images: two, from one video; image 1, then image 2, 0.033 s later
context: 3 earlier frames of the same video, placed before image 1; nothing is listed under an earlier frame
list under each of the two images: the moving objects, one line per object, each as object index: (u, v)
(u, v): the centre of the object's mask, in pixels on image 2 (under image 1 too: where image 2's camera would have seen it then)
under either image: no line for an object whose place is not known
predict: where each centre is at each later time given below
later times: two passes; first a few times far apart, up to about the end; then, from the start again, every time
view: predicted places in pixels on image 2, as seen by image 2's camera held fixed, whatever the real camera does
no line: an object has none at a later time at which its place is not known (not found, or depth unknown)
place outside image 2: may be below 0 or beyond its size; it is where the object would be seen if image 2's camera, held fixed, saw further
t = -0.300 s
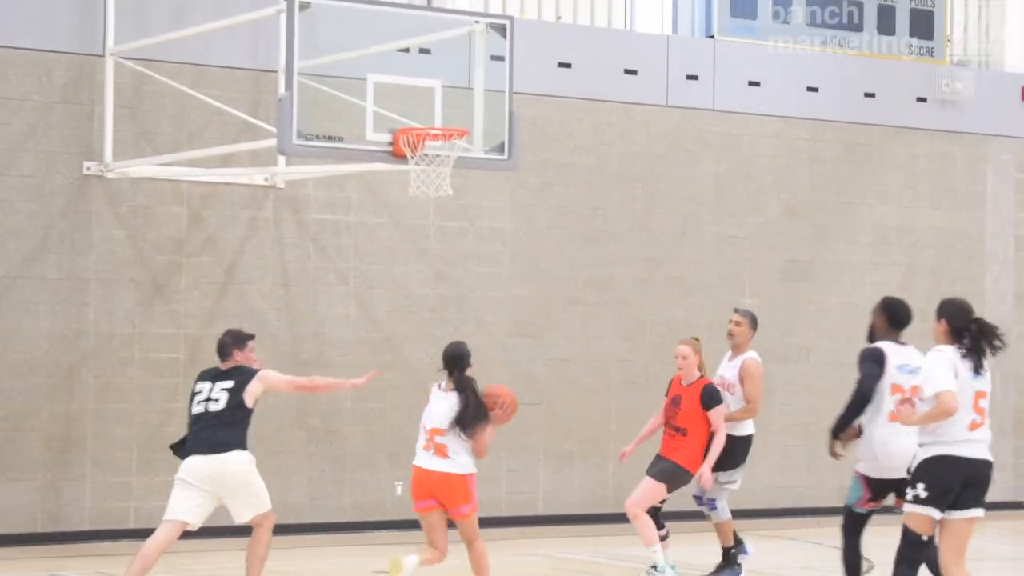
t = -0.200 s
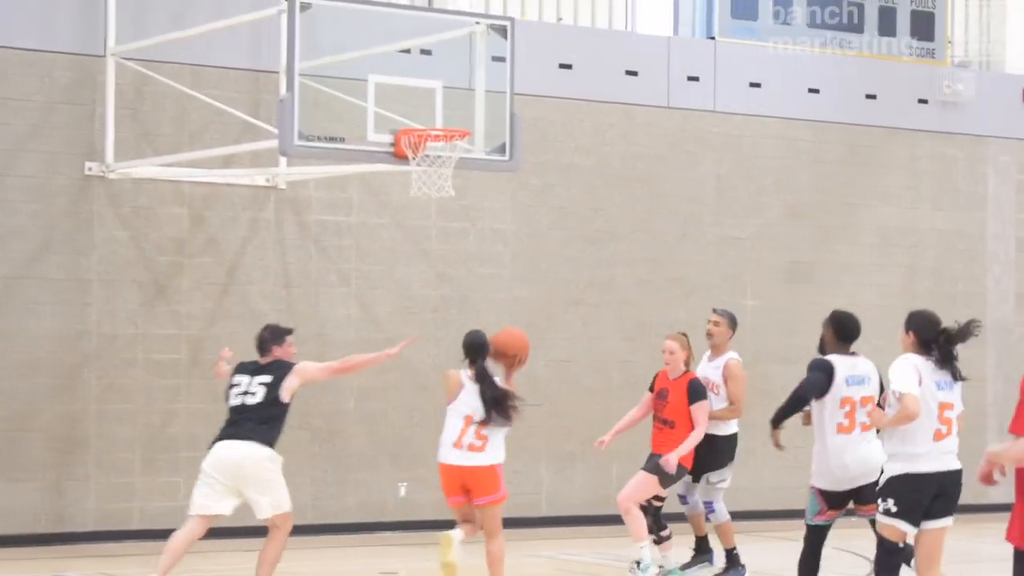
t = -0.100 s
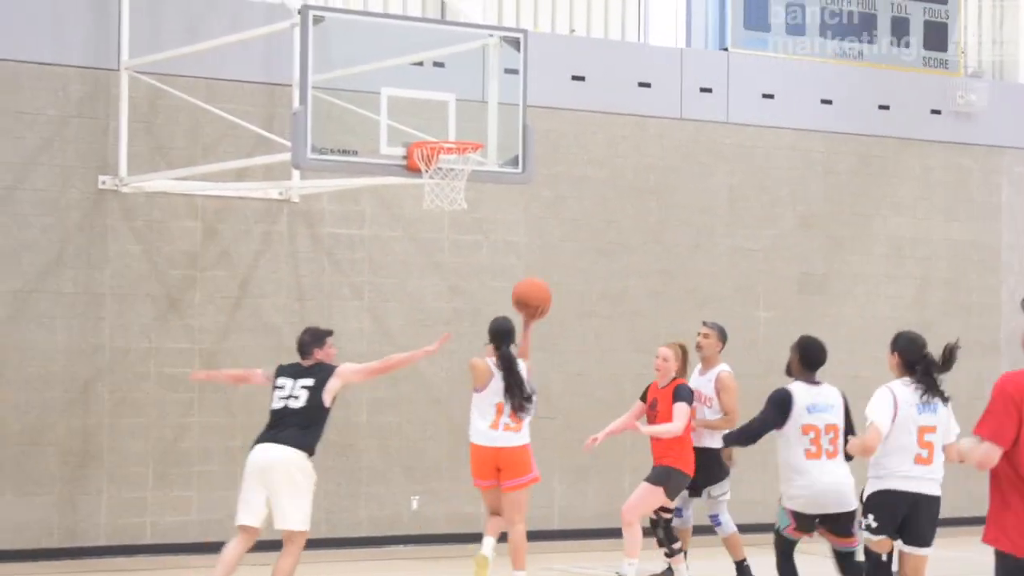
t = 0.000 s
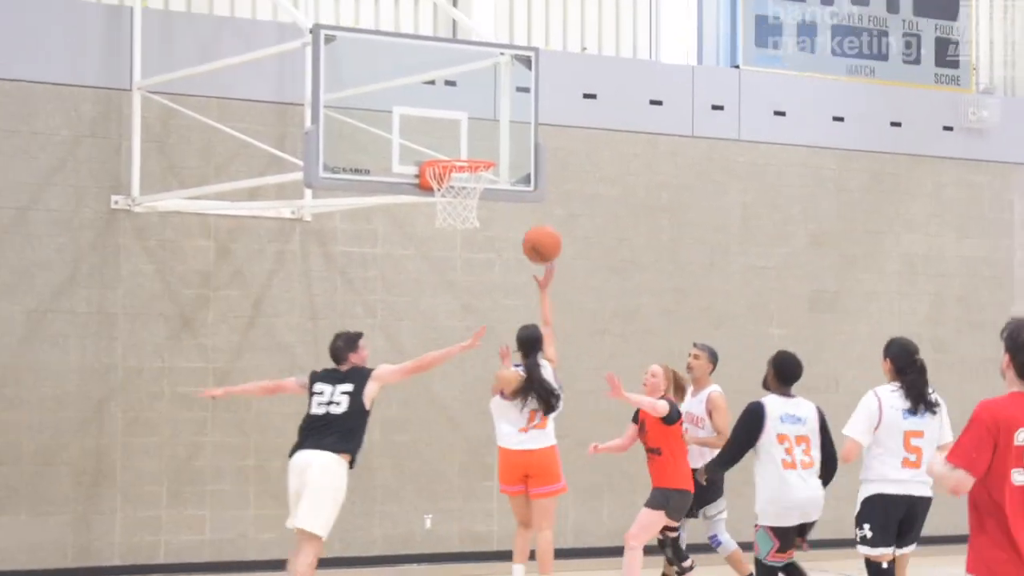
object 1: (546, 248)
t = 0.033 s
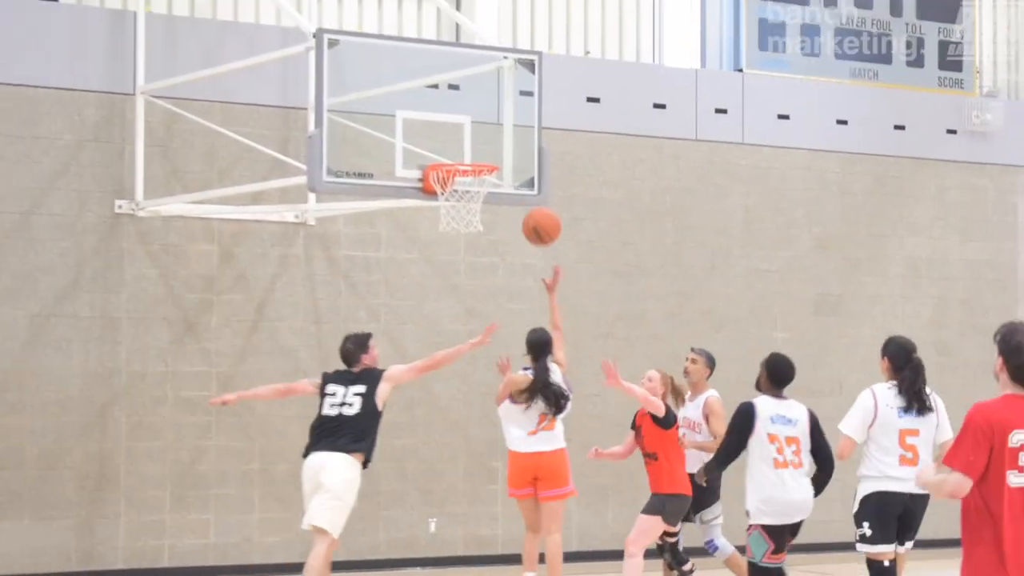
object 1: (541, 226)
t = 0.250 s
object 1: (513, 133)
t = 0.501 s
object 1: (483, 118)
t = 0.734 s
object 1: (454, 183)
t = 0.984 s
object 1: (460, 243)
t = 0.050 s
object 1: (539, 216)
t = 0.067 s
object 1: (537, 207)
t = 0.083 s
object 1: (535, 197)
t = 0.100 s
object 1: (533, 189)
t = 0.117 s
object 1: (531, 181)
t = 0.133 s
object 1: (529, 172)
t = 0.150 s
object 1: (526, 166)
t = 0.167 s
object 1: (524, 159)
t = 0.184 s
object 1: (522, 153)
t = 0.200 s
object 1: (519, 148)
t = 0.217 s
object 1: (517, 142)
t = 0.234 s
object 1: (515, 138)
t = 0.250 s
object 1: (513, 133)
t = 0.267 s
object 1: (511, 129)
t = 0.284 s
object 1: (509, 126)
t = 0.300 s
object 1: (507, 123)
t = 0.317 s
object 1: (505, 119)
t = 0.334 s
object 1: (503, 117)
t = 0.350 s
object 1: (501, 115)
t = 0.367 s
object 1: (499, 114)
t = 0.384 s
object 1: (497, 113)
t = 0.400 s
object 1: (495, 112)
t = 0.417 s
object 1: (493, 112)
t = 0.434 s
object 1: (491, 113)
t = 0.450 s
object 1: (489, 113)
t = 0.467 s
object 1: (486, 115)
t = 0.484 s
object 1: (485, 116)
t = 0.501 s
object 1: (483, 118)
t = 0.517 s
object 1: (481, 120)
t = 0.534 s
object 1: (479, 122)
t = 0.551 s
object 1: (477, 125)
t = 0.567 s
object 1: (474, 129)
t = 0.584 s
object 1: (472, 133)
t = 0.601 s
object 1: (470, 137)
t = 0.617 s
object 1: (469, 142)
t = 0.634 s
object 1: (467, 147)
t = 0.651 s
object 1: (464, 151)
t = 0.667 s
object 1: (463, 154)
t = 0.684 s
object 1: (461, 157)
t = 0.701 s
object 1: (459, 169)
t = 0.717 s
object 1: (457, 178)
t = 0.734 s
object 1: (454, 183)
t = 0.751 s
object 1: (453, 187)
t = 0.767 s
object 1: (455, 194)
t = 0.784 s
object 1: (455, 198)
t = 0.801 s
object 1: (456, 202)
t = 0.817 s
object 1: (452, 203)
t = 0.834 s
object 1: (452, 205)
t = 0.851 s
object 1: (453, 206)
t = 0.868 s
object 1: (456, 211)
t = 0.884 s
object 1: (457, 214)
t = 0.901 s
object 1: (457, 219)
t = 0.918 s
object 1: (457, 222)
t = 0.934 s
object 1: (458, 229)
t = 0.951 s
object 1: (459, 233)
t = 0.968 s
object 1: (459, 237)
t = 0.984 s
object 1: (460, 243)
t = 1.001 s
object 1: (461, 248)
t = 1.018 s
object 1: (461, 255)
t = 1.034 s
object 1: (462, 261)
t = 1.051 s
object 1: (463, 268)
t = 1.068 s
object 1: (463, 276)
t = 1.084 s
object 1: (463, 284)
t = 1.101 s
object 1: (464, 292)
